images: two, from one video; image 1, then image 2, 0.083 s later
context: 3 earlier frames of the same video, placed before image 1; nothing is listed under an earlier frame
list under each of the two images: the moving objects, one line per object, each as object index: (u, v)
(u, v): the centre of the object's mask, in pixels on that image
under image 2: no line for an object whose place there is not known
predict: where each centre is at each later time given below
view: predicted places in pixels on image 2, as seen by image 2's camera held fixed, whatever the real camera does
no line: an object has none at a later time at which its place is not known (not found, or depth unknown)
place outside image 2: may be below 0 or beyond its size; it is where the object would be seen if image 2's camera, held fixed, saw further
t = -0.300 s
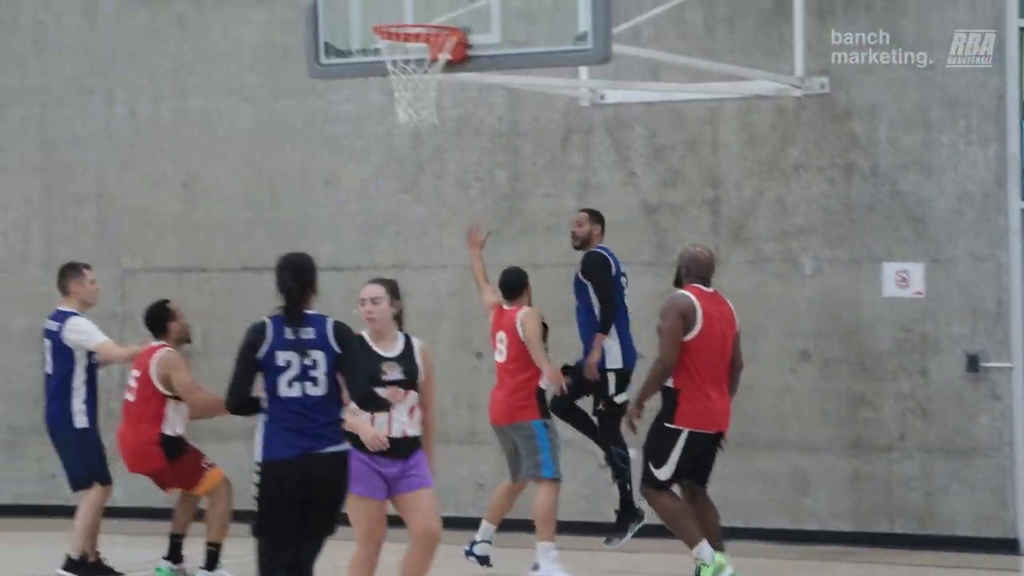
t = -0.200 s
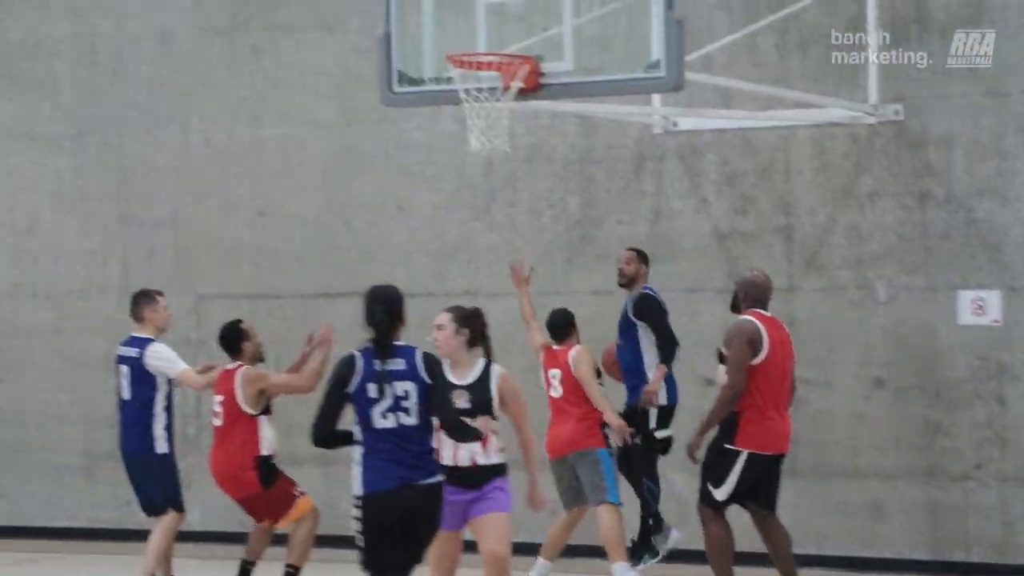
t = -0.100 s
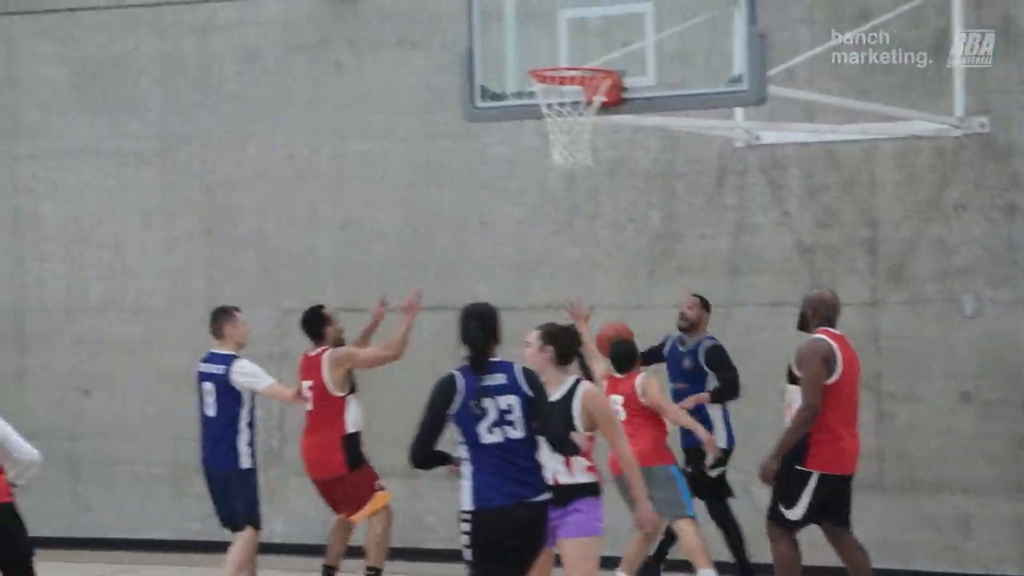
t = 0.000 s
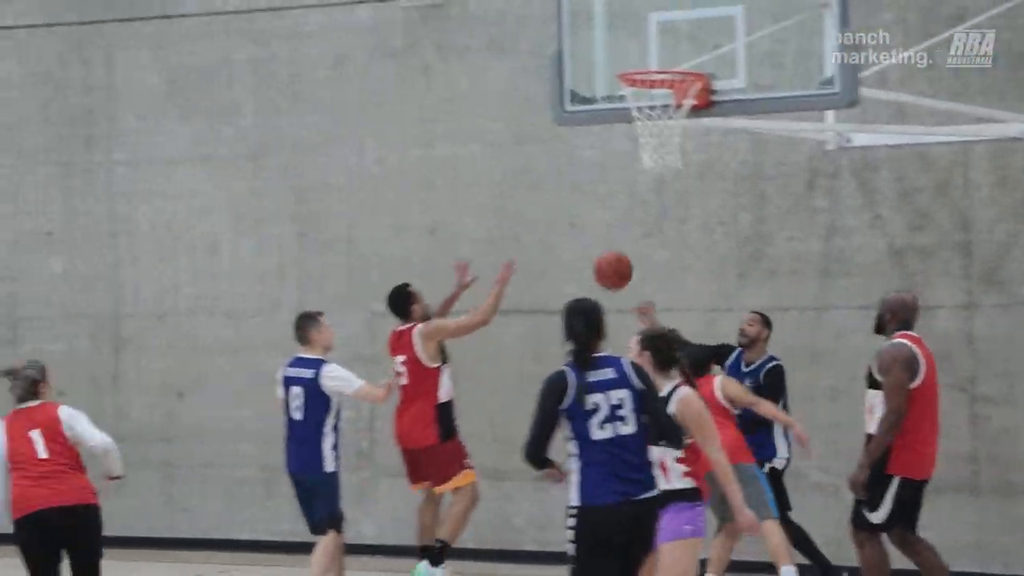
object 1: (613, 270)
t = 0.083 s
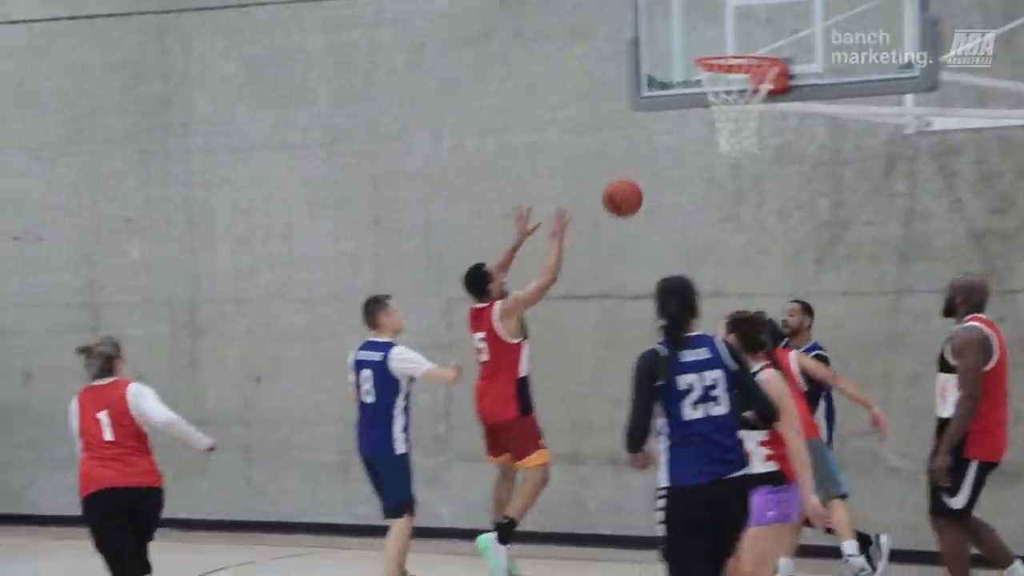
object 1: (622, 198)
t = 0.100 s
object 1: (608, 187)
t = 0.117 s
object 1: (594, 177)
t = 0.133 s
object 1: (579, 167)
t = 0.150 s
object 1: (565, 157)
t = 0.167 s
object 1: (550, 148)
